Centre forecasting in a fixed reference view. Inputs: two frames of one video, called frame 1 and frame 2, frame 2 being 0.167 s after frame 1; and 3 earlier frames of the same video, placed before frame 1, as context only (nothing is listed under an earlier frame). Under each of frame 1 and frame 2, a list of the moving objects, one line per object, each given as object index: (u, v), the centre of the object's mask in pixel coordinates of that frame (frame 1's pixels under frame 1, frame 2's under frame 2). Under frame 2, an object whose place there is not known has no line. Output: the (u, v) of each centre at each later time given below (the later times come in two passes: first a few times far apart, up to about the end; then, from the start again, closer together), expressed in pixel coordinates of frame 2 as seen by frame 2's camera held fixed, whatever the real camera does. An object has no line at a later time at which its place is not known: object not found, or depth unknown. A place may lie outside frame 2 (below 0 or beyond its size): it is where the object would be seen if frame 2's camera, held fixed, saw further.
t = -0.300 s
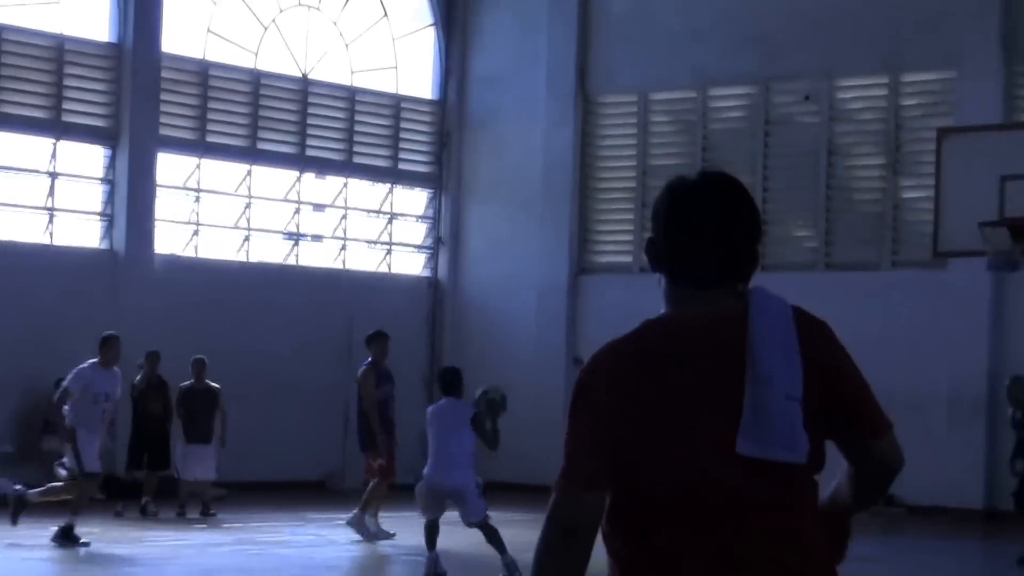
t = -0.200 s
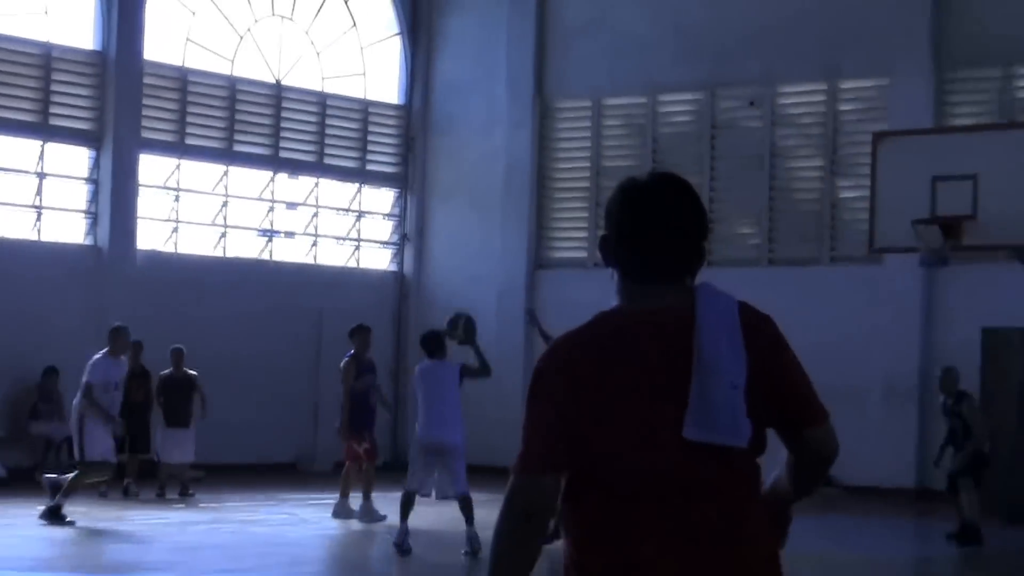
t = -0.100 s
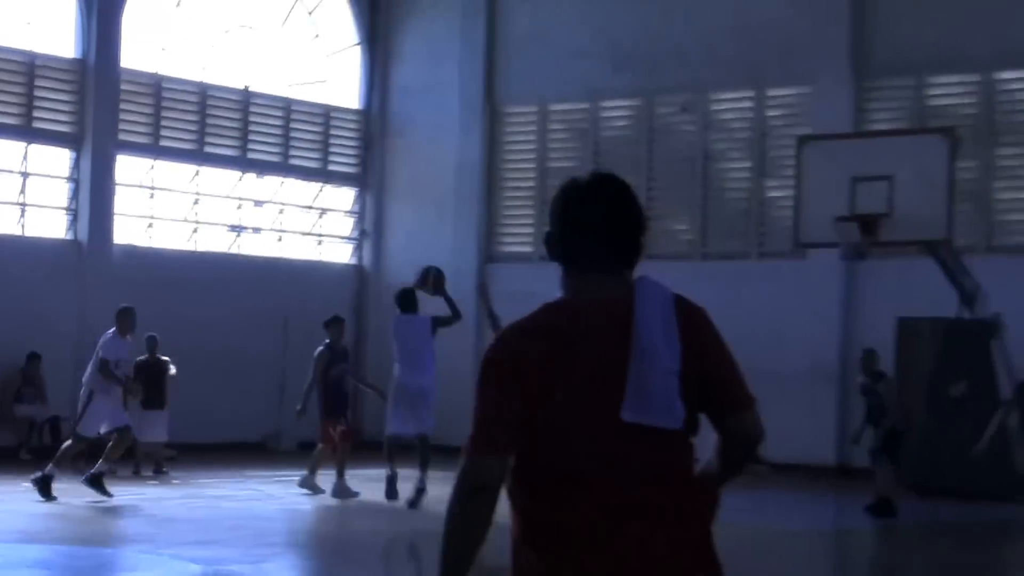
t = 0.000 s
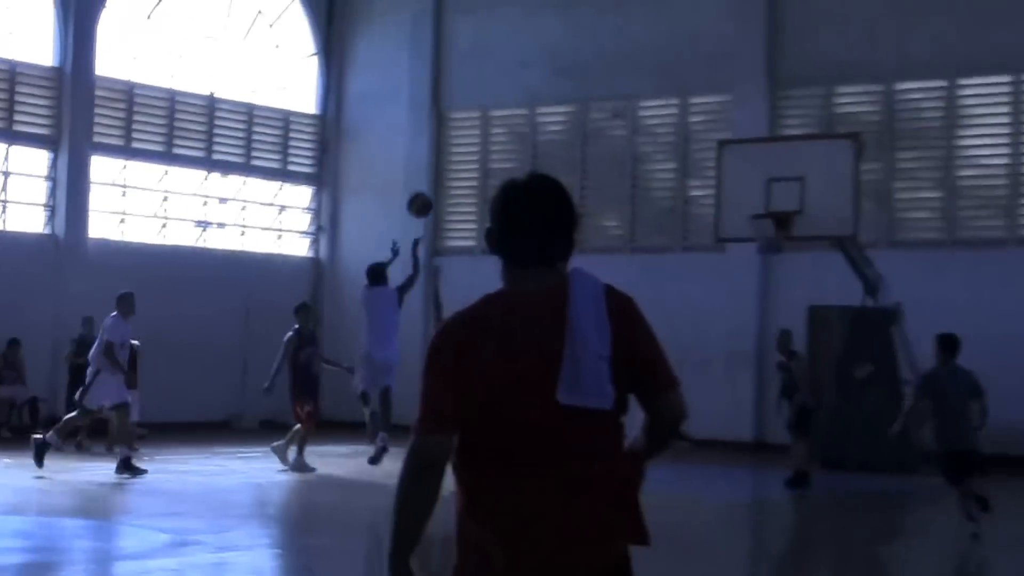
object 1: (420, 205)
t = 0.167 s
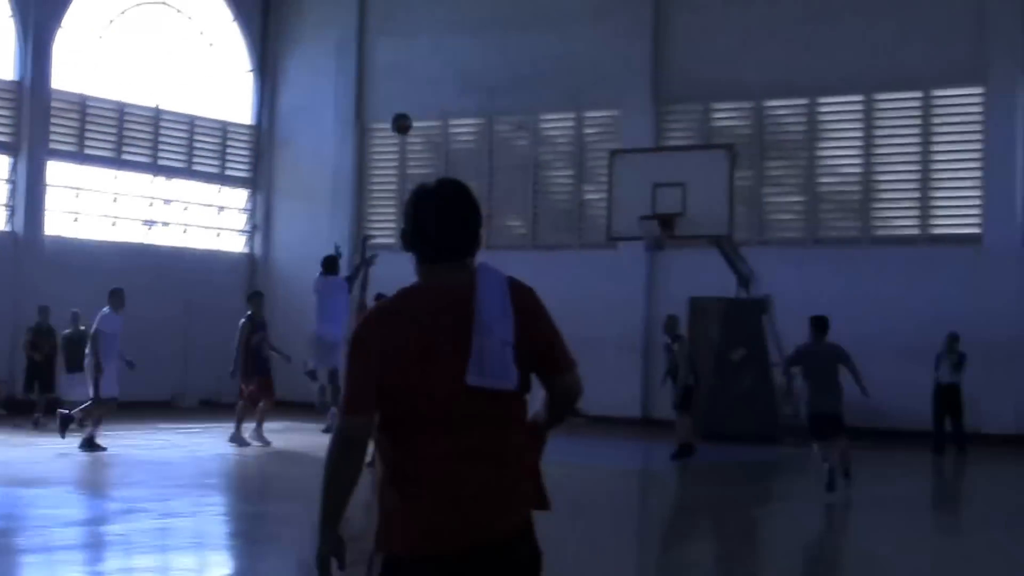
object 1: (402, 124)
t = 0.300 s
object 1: (442, 83)
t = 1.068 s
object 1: (615, 149)
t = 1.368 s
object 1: (671, 202)
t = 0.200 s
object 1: (412, 112)
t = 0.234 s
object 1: (422, 101)
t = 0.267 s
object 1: (432, 91)
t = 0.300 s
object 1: (442, 83)
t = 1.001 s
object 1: (603, 126)
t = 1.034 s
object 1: (610, 137)
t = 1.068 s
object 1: (615, 149)
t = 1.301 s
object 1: (663, 206)
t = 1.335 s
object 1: (672, 205)
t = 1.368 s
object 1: (671, 202)
